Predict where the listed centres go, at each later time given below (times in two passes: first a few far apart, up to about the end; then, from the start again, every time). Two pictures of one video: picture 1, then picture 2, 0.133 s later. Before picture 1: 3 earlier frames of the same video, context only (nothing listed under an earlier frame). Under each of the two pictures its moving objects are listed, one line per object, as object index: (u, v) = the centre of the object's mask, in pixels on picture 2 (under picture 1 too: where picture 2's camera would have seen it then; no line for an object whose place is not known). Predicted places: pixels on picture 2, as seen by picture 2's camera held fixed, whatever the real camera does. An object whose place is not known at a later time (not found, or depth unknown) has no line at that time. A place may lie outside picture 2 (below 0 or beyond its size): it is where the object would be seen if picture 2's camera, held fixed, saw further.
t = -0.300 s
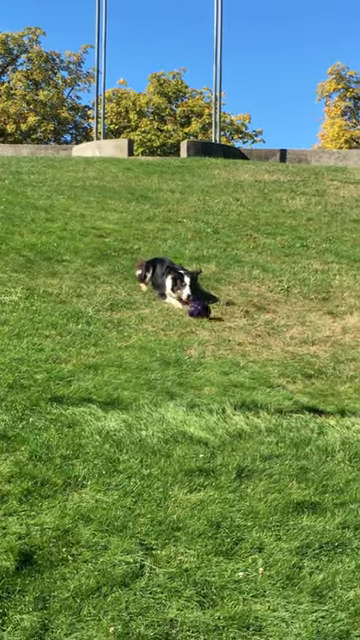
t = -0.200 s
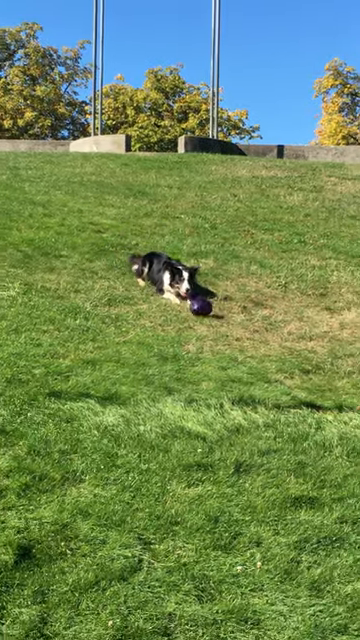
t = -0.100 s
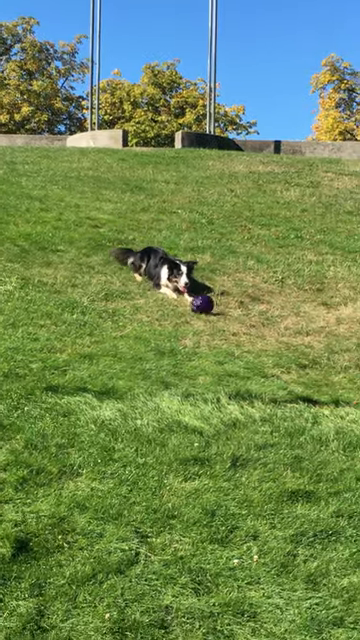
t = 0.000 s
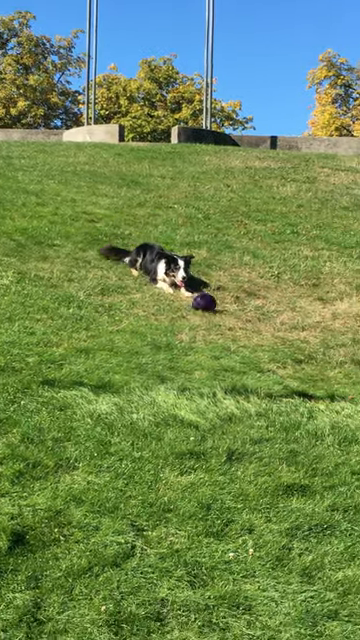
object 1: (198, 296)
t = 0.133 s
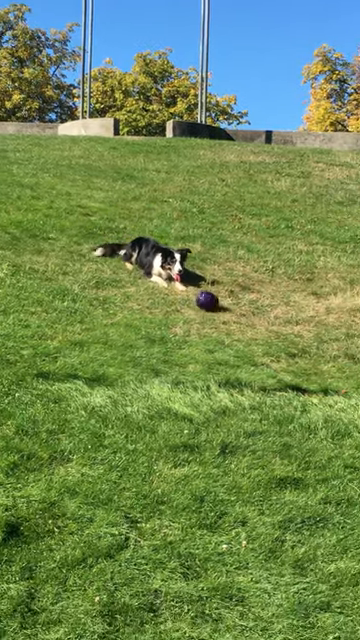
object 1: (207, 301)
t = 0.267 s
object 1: (216, 306)
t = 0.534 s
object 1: (233, 317)
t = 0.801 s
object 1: (256, 330)
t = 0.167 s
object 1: (210, 303)
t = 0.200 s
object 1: (212, 304)
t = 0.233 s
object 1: (214, 306)
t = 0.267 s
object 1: (216, 306)
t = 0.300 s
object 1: (218, 307)
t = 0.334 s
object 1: (220, 308)
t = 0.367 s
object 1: (222, 309)
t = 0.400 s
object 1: (224, 310)
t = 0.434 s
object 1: (226, 311)
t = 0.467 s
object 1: (228, 312)
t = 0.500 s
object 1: (231, 314)
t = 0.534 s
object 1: (233, 317)
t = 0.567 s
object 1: (235, 319)
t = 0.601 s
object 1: (238, 320)
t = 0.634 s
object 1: (240, 320)
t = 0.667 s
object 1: (243, 322)
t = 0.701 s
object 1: (246, 324)
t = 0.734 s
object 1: (249, 328)
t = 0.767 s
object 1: (253, 329)
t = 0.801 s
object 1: (256, 330)
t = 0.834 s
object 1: (259, 332)
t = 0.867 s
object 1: (262, 334)
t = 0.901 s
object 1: (266, 336)
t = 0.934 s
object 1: (269, 338)
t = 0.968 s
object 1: (273, 339)
